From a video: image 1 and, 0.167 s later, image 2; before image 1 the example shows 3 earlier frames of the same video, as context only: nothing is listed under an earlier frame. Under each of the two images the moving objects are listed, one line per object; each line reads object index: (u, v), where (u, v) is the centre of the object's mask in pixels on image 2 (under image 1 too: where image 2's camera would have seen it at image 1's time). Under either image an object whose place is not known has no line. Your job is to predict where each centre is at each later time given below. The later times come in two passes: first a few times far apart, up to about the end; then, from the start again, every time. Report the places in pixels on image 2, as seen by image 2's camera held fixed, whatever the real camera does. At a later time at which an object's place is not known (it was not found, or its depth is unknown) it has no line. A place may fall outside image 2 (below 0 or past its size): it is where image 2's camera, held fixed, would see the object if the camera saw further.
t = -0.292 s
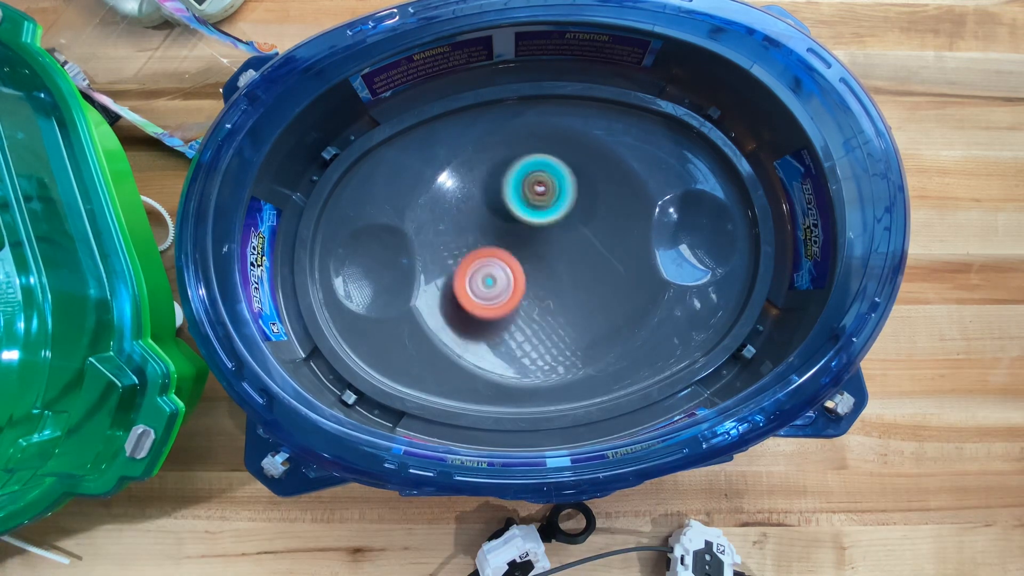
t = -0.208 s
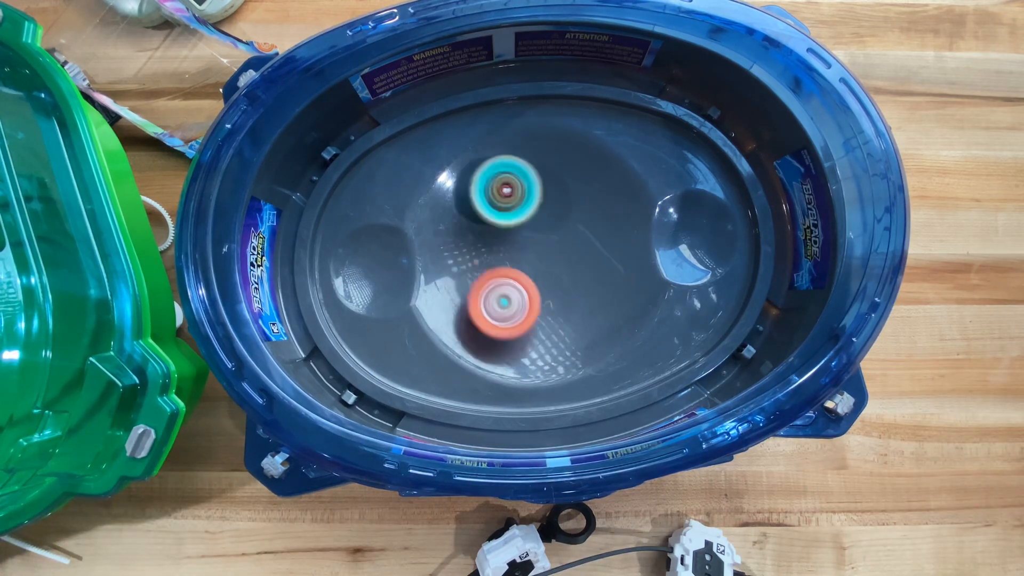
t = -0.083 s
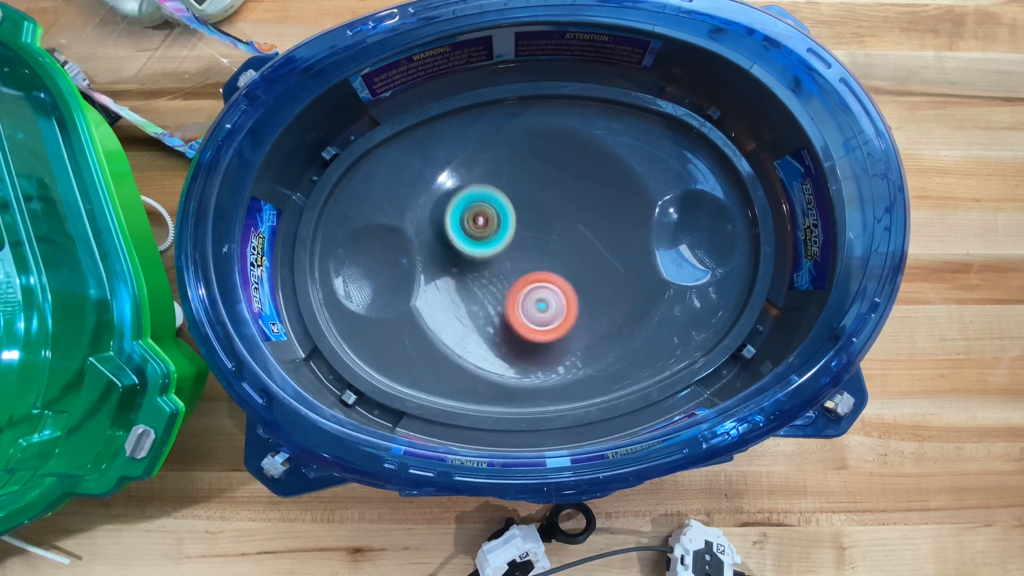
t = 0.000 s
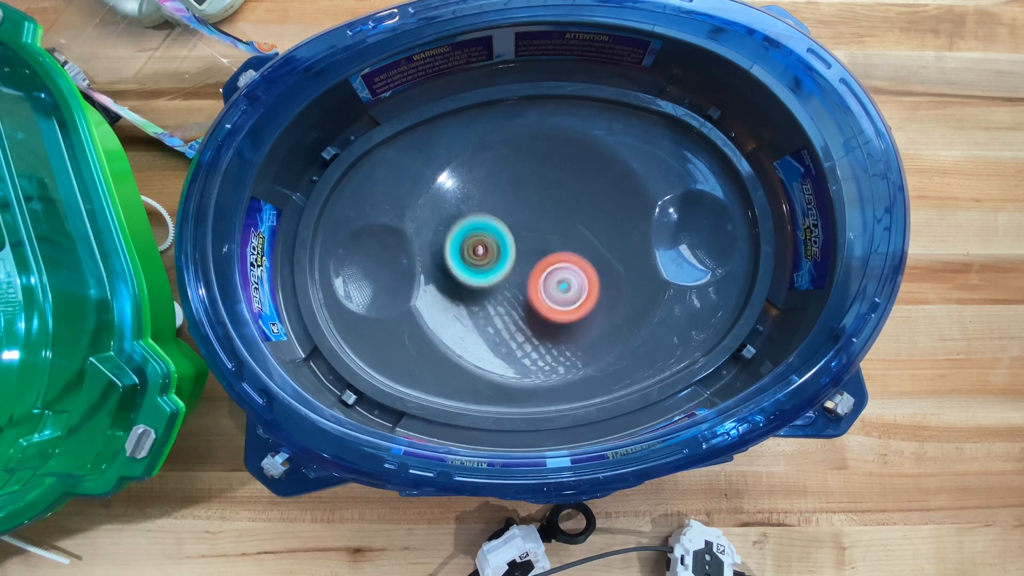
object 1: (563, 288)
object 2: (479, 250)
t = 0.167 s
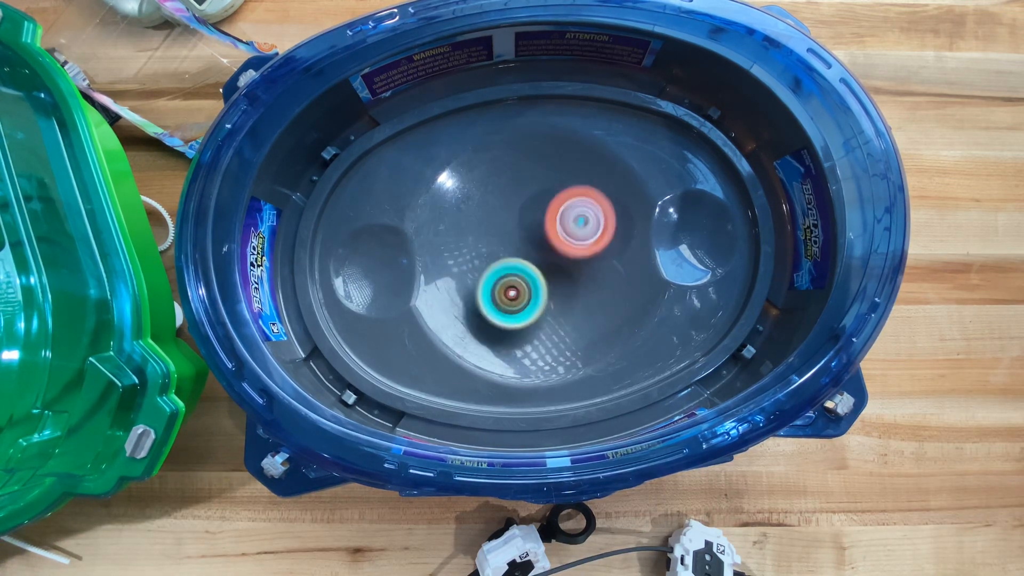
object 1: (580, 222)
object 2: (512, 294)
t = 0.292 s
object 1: (563, 190)
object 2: (541, 288)
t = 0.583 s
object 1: (486, 230)
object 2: (563, 223)
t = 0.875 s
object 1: (559, 303)
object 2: (510, 238)
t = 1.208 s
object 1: (586, 217)
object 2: (560, 288)
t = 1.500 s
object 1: (477, 212)
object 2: (584, 256)
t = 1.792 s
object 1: (487, 320)
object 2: (515, 249)
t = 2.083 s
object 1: (584, 346)
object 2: (512, 212)
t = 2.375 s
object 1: (570, 217)
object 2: (485, 234)
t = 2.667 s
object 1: (499, 194)
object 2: (532, 283)
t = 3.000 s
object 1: (515, 273)
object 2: (577, 225)
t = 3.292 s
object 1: (590, 256)
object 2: (520, 212)
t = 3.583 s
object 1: (543, 214)
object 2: (532, 292)
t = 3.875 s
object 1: (507, 290)
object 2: (582, 273)
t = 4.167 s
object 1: (569, 301)
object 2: (520, 226)
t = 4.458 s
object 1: (541, 229)
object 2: (478, 267)
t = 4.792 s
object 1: (485, 239)
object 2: (552, 285)
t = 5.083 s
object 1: (530, 274)
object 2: (588, 210)
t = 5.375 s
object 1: (556, 249)
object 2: (545, 171)
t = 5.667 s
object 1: (541, 310)
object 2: (494, 209)
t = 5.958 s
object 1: (584, 323)
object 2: (525, 265)
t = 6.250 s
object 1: (603, 267)
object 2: (510, 246)
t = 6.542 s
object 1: (545, 226)
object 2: (482, 272)
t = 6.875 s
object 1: (501, 228)
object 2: (534, 296)
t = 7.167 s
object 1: (504, 235)
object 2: (592, 286)
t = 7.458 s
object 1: (527, 226)
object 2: (617, 265)
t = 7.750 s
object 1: (505, 226)
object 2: (607, 290)
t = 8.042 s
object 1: (503, 227)
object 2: (541, 302)
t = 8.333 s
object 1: (538, 208)
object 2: (518, 274)
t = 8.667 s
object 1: (610, 275)
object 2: (502, 236)
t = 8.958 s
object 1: (523, 303)
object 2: (514, 254)
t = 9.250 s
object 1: (444, 270)
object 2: (532, 237)
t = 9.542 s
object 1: (504, 234)
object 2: (566, 260)
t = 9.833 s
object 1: (551, 204)
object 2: (523, 289)
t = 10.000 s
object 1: (544, 224)
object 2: (491, 266)
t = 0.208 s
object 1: (579, 207)
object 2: (522, 295)
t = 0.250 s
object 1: (573, 197)
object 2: (532, 293)
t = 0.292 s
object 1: (563, 190)
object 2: (541, 288)
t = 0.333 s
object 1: (552, 185)
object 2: (550, 281)
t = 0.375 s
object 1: (539, 184)
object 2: (557, 272)
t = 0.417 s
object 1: (526, 186)
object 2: (563, 262)
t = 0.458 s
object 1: (512, 191)
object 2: (567, 252)
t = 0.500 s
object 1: (499, 200)
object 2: (568, 242)
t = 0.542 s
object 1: (490, 213)
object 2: (567, 232)
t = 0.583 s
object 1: (486, 230)
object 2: (563, 223)
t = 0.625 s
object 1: (487, 247)
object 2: (556, 217)
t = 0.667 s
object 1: (494, 263)
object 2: (548, 213)
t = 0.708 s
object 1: (503, 278)
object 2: (540, 211)
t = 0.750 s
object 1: (515, 290)
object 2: (531, 213)
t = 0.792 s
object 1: (529, 299)
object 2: (522, 218)
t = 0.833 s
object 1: (544, 303)
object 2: (515, 226)
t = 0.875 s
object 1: (559, 303)
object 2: (510, 238)
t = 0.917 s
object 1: (574, 299)
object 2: (509, 250)
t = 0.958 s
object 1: (586, 291)
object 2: (511, 262)
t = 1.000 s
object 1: (596, 281)
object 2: (516, 273)
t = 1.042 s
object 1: (602, 269)
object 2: (523, 281)
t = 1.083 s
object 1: (605, 255)
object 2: (531, 287)
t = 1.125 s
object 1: (604, 241)
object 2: (541, 290)
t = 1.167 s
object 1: (597, 228)
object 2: (550, 290)
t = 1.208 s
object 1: (586, 217)
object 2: (560, 288)
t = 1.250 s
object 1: (572, 209)
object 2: (568, 284)
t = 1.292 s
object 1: (555, 204)
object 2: (575, 280)
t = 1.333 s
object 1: (536, 193)
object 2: (582, 283)
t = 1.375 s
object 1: (518, 190)
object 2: (586, 280)
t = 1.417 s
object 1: (502, 193)
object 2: (588, 274)
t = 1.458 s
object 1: (488, 200)
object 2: (588, 265)
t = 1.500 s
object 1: (477, 212)
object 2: (584, 256)
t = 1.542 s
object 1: (468, 226)
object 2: (575, 248)
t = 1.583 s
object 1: (463, 242)
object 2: (564, 243)
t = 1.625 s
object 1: (462, 259)
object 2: (550, 241)
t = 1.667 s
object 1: (466, 276)
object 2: (536, 242)
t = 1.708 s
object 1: (472, 292)
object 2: (525, 244)
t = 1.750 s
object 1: (477, 308)
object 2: (520, 245)
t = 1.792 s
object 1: (487, 320)
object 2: (515, 249)
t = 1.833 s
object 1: (500, 328)
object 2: (510, 255)
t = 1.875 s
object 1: (513, 348)
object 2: (509, 246)
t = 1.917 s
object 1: (528, 366)
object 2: (511, 233)
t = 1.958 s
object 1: (544, 373)
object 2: (512, 223)
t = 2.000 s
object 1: (559, 371)
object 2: (513, 217)
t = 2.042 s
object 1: (573, 362)
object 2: (513, 213)
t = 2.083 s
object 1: (584, 346)
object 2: (512, 212)
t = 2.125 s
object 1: (592, 327)
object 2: (510, 213)
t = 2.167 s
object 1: (597, 305)
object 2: (508, 215)
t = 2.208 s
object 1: (595, 282)
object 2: (505, 218)
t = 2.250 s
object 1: (589, 261)
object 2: (503, 221)
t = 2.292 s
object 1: (578, 242)
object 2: (501, 226)
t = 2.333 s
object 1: (573, 228)
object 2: (493, 230)
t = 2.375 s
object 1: (570, 217)
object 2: (485, 234)
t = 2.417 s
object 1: (562, 209)
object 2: (483, 242)
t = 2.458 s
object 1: (550, 203)
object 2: (486, 251)
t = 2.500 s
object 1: (536, 200)
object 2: (494, 260)
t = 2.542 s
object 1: (526, 193)
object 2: (500, 270)
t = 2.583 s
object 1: (517, 190)
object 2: (509, 279)
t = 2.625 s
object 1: (508, 190)
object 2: (520, 283)
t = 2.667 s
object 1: (499, 194)
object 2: (532, 283)
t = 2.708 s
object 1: (491, 200)
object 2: (544, 281)
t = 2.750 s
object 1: (484, 209)
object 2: (555, 277)
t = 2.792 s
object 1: (479, 220)
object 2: (564, 269)
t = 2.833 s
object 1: (478, 233)
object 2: (571, 261)
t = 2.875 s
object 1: (482, 246)
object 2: (576, 253)
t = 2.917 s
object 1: (490, 258)
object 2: (579, 243)
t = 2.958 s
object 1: (502, 267)
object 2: (579, 233)
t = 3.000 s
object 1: (515, 273)
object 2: (577, 225)
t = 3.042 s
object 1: (529, 277)
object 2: (573, 216)
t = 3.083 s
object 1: (540, 281)
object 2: (568, 206)
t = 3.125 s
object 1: (552, 281)
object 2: (561, 200)
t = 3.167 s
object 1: (564, 278)
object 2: (552, 197)
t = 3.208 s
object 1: (575, 272)
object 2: (541, 198)
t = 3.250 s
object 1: (584, 266)
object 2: (530, 203)
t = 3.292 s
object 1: (590, 256)
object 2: (520, 212)
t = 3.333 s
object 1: (593, 247)
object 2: (513, 224)
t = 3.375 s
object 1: (593, 236)
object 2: (510, 238)
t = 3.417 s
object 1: (589, 225)
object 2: (509, 253)
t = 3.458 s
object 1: (581, 217)
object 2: (511, 266)
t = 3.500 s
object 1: (569, 212)
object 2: (517, 276)
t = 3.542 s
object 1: (556, 211)
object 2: (524, 285)
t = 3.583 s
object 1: (543, 214)
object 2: (532, 292)
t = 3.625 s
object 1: (530, 221)
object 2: (541, 295)
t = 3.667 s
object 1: (519, 230)
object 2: (550, 297)
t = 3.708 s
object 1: (511, 241)
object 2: (559, 297)
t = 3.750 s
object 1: (506, 254)
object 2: (567, 294)
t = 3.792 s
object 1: (503, 266)
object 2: (574, 290)
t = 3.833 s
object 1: (504, 279)
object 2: (580, 282)
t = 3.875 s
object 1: (507, 290)
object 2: (582, 273)
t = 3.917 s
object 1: (512, 299)
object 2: (582, 263)
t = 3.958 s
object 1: (521, 306)
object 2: (576, 253)
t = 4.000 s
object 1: (530, 311)
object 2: (567, 246)
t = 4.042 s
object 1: (540, 311)
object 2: (556, 239)
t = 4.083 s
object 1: (551, 309)
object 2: (544, 236)
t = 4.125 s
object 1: (561, 306)
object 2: (532, 231)
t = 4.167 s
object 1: (569, 301)
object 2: (520, 226)
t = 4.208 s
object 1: (575, 292)
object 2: (509, 226)
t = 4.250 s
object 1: (577, 280)
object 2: (499, 228)
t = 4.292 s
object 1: (576, 267)
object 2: (490, 233)
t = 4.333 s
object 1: (570, 255)
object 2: (483, 240)
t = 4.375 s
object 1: (562, 245)
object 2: (478, 248)
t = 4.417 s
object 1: (551, 235)
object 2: (476, 257)
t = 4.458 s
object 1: (541, 229)
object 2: (478, 267)
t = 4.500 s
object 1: (535, 222)
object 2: (476, 279)
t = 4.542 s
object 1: (529, 219)
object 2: (479, 289)
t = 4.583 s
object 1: (520, 217)
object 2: (488, 296)
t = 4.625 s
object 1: (511, 217)
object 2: (500, 300)
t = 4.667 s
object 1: (502, 220)
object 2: (513, 301)
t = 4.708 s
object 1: (495, 225)
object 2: (526, 297)
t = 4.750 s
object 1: (489, 234)
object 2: (538, 290)
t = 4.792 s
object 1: (485, 239)
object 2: (552, 285)
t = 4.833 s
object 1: (483, 246)
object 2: (564, 278)
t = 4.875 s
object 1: (486, 255)
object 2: (572, 269)
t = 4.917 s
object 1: (492, 264)
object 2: (577, 258)
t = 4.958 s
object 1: (503, 269)
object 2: (580, 246)
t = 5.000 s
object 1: (515, 272)
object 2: (580, 235)
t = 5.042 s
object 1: (523, 274)
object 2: (585, 221)
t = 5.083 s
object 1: (530, 274)
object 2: (588, 210)
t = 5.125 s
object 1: (539, 271)
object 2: (585, 200)
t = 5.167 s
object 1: (548, 266)
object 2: (581, 193)
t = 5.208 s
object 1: (553, 260)
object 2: (576, 187)
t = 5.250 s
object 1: (555, 261)
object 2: (571, 176)
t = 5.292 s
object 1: (557, 259)
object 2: (564, 170)
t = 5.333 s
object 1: (558, 254)
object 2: (555, 169)
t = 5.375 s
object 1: (556, 249)
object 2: (545, 171)
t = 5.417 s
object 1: (551, 257)
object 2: (535, 166)
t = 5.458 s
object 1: (546, 274)
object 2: (526, 156)
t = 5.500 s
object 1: (542, 287)
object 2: (517, 157)
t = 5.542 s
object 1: (540, 297)
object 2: (507, 164)
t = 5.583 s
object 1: (539, 303)
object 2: (500, 175)
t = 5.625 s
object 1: (540, 308)
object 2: (496, 191)
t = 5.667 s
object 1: (541, 310)
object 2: (494, 209)
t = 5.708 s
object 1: (543, 312)
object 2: (497, 226)
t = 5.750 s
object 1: (545, 312)
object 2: (502, 244)
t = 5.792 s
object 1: (551, 318)
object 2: (507, 251)
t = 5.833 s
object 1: (558, 324)
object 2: (510, 255)
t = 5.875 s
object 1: (565, 325)
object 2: (516, 260)
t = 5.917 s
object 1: (572, 322)
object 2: (523, 266)
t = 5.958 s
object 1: (584, 323)
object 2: (525, 265)
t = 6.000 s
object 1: (591, 319)
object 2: (527, 262)
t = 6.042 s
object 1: (596, 310)
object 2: (532, 262)
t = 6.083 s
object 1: (602, 302)
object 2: (532, 260)
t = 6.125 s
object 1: (610, 298)
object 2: (525, 252)
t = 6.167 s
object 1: (613, 289)
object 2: (520, 247)
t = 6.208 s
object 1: (610, 277)
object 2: (515, 245)
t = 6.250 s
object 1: (603, 267)
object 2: (510, 246)
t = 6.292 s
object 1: (593, 257)
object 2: (506, 246)
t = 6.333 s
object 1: (580, 248)
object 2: (504, 249)
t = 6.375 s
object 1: (574, 242)
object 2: (496, 253)
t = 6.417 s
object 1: (570, 237)
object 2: (488, 255)
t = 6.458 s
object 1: (562, 233)
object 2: (485, 260)
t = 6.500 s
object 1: (552, 230)
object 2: (485, 265)
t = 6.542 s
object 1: (545, 226)
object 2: (482, 272)
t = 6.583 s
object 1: (543, 223)
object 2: (479, 280)
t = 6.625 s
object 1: (538, 221)
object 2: (482, 287)
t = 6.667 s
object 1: (531, 220)
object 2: (488, 292)
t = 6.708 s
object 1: (523, 221)
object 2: (497, 294)
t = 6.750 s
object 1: (515, 223)
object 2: (506, 296)
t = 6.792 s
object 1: (511, 221)
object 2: (515, 300)
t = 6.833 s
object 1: (506, 223)
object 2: (524, 299)
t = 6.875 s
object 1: (501, 228)
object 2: (534, 296)
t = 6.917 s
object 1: (498, 229)
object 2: (545, 299)
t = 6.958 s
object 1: (494, 223)
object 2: (560, 307)
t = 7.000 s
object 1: (492, 222)
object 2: (572, 310)
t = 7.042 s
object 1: (490, 223)
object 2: (581, 308)
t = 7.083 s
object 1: (492, 226)
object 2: (586, 303)
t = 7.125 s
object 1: (497, 231)
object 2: (590, 295)
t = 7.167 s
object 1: (504, 235)
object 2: (592, 286)
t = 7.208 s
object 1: (513, 239)
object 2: (593, 277)
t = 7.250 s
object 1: (523, 241)
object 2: (592, 268)
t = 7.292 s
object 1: (521, 235)
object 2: (604, 269)
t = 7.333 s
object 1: (518, 229)
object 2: (615, 271)
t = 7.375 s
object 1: (519, 225)
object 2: (619, 271)
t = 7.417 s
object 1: (522, 225)
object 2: (619, 268)
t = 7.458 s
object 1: (527, 226)
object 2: (617, 265)
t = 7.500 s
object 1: (532, 227)
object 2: (613, 262)
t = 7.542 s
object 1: (537, 229)
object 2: (606, 260)
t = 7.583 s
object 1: (531, 222)
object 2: (612, 270)
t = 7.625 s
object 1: (521, 216)
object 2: (617, 281)
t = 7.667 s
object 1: (514, 216)
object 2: (617, 286)
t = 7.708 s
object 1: (508, 220)
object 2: (614, 289)
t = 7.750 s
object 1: (505, 226)
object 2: (607, 290)
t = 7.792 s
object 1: (503, 233)
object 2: (598, 290)
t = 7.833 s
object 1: (504, 241)
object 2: (586, 288)
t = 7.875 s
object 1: (507, 249)
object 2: (572, 285)
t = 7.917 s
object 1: (506, 248)
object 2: (564, 288)
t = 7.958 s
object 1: (505, 245)
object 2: (556, 291)
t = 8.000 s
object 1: (503, 243)
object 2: (548, 290)
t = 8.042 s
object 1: (503, 227)
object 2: (541, 302)
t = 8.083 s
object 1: (505, 210)
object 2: (533, 314)
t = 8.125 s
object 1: (509, 198)
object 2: (526, 319)
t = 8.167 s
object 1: (514, 192)
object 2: (520, 315)
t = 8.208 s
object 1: (520, 191)
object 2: (516, 307)
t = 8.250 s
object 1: (525, 194)
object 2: (515, 297)
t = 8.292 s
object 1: (531, 199)
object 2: (516, 286)
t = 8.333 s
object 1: (538, 208)
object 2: (518, 274)
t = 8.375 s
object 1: (555, 207)
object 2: (511, 272)
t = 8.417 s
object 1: (570, 210)
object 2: (508, 269)
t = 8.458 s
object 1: (580, 217)
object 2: (508, 262)
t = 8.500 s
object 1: (586, 226)
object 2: (511, 256)
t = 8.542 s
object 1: (588, 236)
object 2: (517, 251)
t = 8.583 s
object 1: (590, 248)
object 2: (519, 246)
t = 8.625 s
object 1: (604, 262)
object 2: (509, 240)
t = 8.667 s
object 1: (610, 275)
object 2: (502, 236)
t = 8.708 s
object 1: (610, 286)
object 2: (499, 236)
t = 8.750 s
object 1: (604, 295)
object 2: (500, 237)
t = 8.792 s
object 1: (594, 303)
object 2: (503, 240)
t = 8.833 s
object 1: (579, 305)
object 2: (506, 244)
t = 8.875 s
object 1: (562, 306)
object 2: (509, 248)
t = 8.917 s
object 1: (543, 304)
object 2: (512, 252)
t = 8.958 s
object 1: (523, 303)
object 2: (514, 254)
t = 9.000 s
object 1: (501, 302)
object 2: (515, 247)
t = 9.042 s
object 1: (484, 299)
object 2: (518, 240)
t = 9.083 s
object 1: (467, 295)
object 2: (522, 236)
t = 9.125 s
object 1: (455, 289)
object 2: (525, 233)
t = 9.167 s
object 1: (446, 283)
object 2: (528, 234)
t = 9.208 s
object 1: (443, 276)
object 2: (531, 235)
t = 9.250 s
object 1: (444, 270)
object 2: (532, 237)
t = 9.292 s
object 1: (452, 264)
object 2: (533, 239)
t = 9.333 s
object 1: (463, 258)
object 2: (534, 240)
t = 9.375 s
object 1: (467, 252)
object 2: (546, 244)
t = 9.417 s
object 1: (472, 247)
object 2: (557, 248)
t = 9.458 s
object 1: (482, 242)
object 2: (562, 252)
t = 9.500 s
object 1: (493, 239)
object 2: (565, 256)
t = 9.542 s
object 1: (504, 234)
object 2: (566, 260)
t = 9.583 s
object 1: (510, 228)
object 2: (570, 266)
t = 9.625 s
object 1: (517, 223)
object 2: (570, 271)
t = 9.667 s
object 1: (523, 221)
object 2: (567, 274)
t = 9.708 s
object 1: (529, 220)
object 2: (562, 275)
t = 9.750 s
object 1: (535, 221)
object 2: (555, 277)
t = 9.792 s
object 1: (546, 210)
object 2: (539, 285)
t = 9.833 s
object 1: (551, 204)
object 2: (523, 289)
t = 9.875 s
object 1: (553, 203)
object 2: (510, 288)
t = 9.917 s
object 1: (553, 207)
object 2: (501, 283)
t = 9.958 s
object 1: (550, 214)
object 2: (494, 275)
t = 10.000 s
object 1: (544, 224)
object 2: (491, 266)
